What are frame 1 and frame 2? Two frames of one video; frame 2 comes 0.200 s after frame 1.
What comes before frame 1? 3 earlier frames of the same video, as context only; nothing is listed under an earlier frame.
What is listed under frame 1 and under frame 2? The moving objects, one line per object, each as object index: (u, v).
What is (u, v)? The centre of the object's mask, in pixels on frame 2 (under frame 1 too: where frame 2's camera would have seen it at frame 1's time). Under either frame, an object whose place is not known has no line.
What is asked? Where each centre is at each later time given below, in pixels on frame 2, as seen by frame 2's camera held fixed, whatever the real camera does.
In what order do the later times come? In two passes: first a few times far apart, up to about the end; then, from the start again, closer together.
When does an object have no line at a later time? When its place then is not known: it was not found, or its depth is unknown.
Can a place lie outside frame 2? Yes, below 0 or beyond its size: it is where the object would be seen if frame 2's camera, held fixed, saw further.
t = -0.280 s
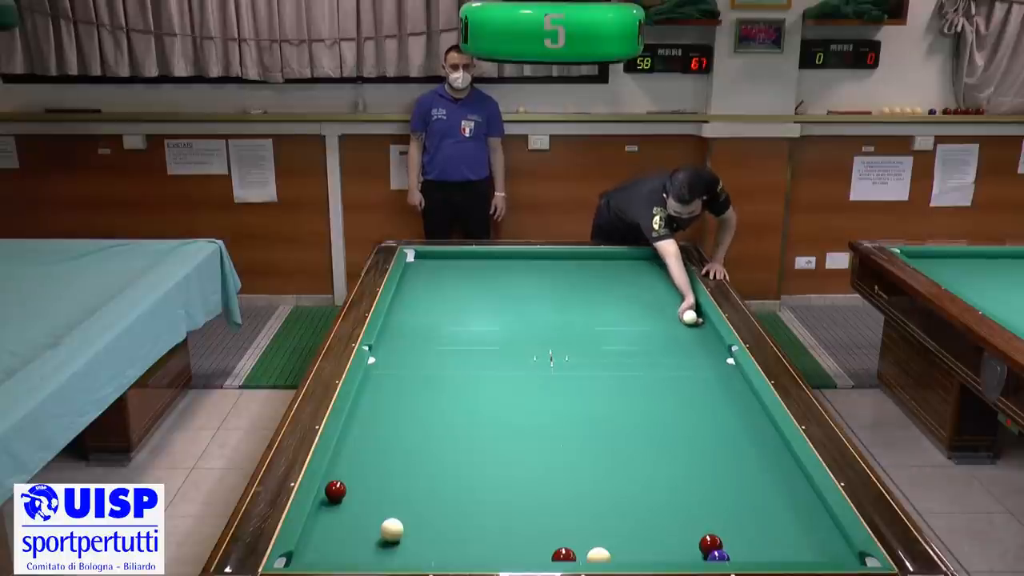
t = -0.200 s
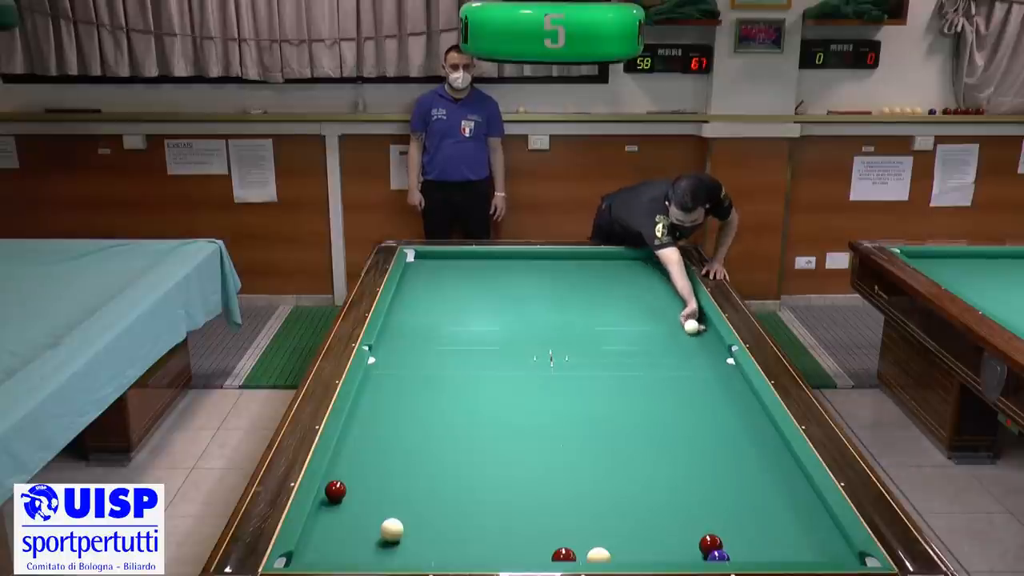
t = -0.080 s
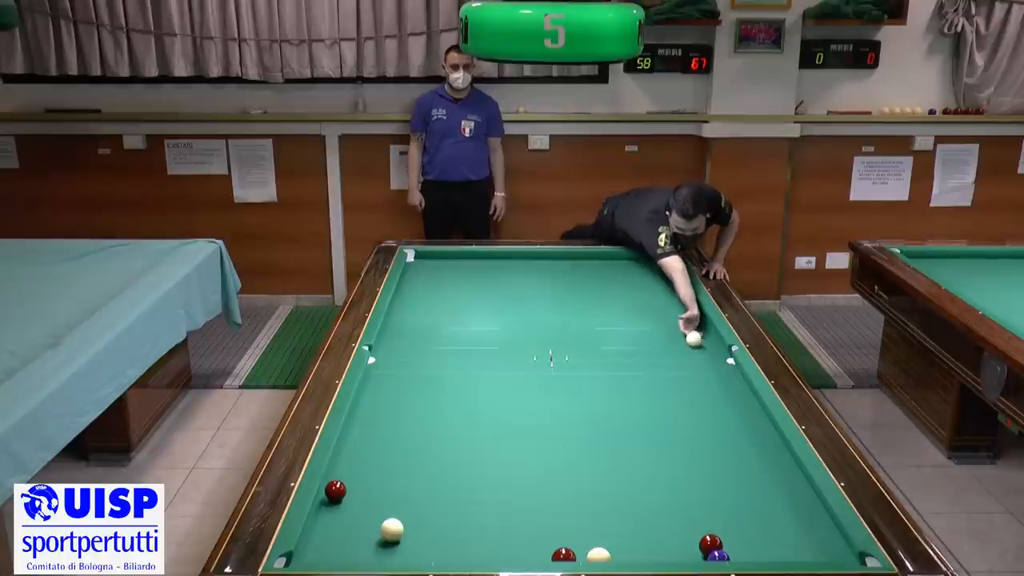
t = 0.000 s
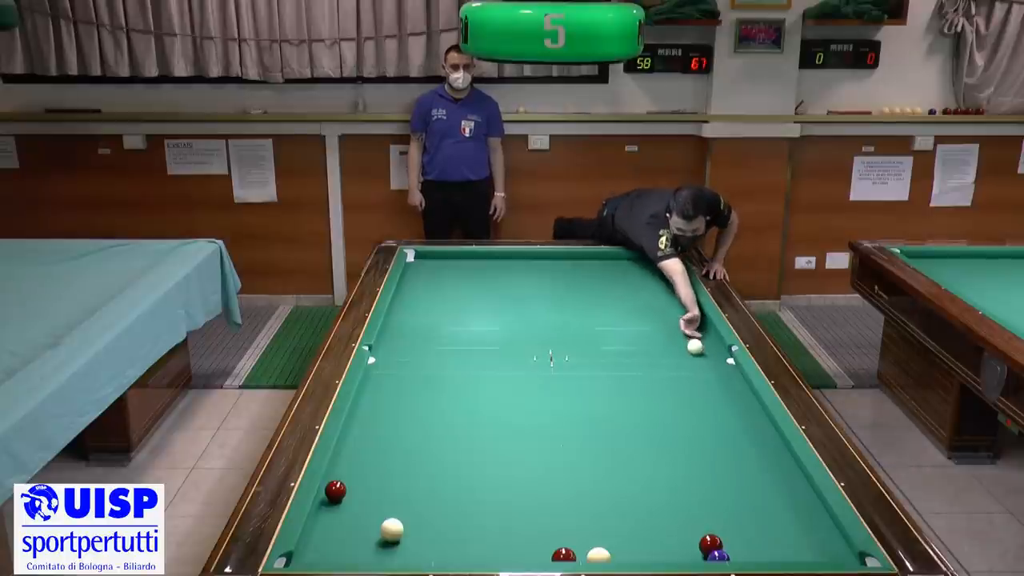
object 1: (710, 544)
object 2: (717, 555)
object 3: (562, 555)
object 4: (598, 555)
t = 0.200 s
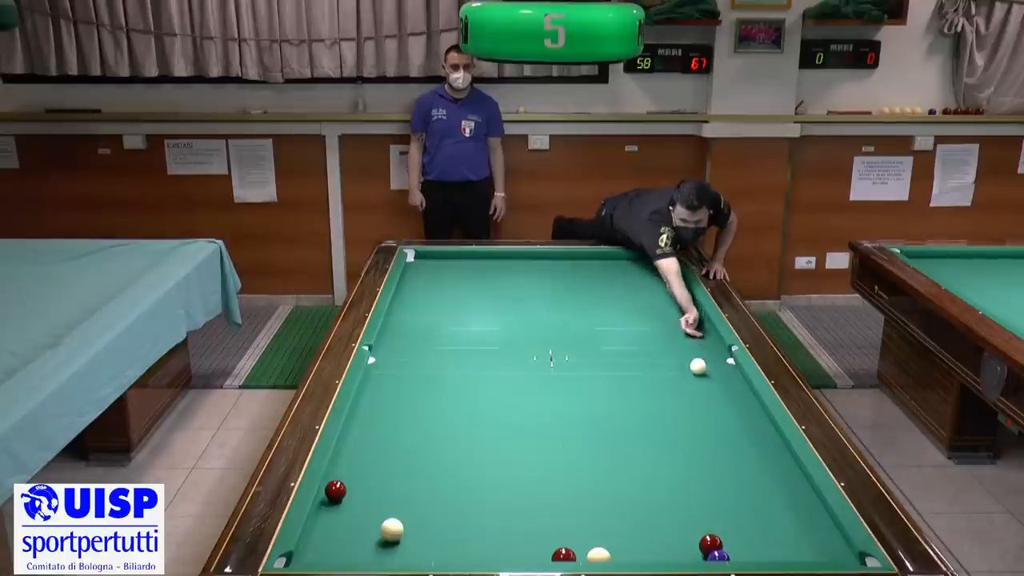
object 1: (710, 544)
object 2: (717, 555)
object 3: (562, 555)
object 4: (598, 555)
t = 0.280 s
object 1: (710, 544)
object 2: (717, 555)
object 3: (562, 555)
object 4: (598, 555)
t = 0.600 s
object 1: (710, 544)
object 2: (717, 555)
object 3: (562, 555)
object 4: (598, 555)
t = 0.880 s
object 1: (710, 544)
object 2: (718, 555)
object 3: (562, 555)
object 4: (598, 555)
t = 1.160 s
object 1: (710, 544)
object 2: (717, 555)
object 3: (562, 555)
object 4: (598, 555)
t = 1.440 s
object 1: (696, 549)
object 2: (719, 556)
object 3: (562, 555)
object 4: (598, 555)
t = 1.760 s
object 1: (650, 554)
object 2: (715, 548)
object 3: (562, 555)
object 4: (598, 555)
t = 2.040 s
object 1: (622, 556)
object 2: (711, 536)
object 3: (562, 555)
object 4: (590, 554)
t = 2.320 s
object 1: (614, 555)
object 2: (708, 525)
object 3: (549, 555)
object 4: (584, 553)
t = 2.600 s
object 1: (607, 554)
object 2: (705, 516)
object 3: (536, 554)
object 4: (580, 553)
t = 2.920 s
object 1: (601, 553)
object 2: (700, 506)
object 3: (522, 554)
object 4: (577, 553)
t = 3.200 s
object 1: (599, 552)
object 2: (697, 499)
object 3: (512, 554)
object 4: (574, 553)
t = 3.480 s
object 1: (597, 551)
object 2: (693, 493)
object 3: (503, 553)
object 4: (573, 553)
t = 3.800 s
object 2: (690, 486)
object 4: (572, 553)
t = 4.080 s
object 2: (687, 482)
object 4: (572, 553)
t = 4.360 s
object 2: (684, 478)
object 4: (572, 553)
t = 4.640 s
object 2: (682, 474)
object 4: (572, 553)
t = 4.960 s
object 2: (680, 471)
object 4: (572, 553)
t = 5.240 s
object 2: (679, 469)
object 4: (572, 553)
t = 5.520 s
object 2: (678, 467)
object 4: (572, 553)
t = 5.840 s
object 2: (678, 466)
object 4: (572, 553)
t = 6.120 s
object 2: (678, 466)
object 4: (572, 553)
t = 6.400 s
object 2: (678, 466)
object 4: (572, 553)
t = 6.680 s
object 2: (678, 466)
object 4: (572, 553)
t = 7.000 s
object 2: (678, 466)
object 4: (572, 553)
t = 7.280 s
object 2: (678, 466)
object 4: (572, 553)
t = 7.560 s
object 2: (678, 466)
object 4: (572, 553)
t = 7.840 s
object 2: (678, 466)
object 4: (572, 553)
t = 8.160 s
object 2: (678, 466)
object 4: (572, 553)
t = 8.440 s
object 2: (678, 466)
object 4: (572, 553)
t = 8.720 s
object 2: (678, 466)
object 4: (572, 553)
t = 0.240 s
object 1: (710, 544)
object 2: (717, 555)
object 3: (562, 555)
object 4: (598, 555)
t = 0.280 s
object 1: (710, 544)
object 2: (717, 555)
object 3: (562, 555)
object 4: (598, 555)
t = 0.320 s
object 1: (710, 544)
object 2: (717, 555)
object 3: (562, 555)
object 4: (598, 555)
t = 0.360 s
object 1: (710, 544)
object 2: (717, 555)
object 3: (562, 555)
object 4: (598, 555)
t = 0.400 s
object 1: (710, 544)
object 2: (717, 555)
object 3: (562, 555)
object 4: (598, 555)
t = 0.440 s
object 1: (710, 544)
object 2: (717, 555)
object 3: (562, 555)
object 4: (598, 555)
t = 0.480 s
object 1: (710, 543)
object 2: (717, 555)
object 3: (562, 555)
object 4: (598, 555)
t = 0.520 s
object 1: (710, 544)
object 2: (717, 555)
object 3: (562, 555)
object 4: (598, 555)
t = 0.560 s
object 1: (710, 543)
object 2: (717, 555)
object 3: (562, 555)
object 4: (598, 554)
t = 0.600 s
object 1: (710, 544)
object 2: (717, 555)
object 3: (562, 555)
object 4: (598, 555)
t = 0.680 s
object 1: (710, 544)
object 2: (717, 555)
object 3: (562, 555)
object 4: (598, 555)
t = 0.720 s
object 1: (710, 544)
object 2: (717, 555)
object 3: (562, 555)
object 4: (598, 555)
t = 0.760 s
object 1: (710, 544)
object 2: (717, 555)
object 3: (562, 555)
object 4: (598, 555)
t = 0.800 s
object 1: (710, 544)
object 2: (717, 555)
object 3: (562, 555)
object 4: (598, 555)
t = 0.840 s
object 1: (710, 544)
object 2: (718, 555)
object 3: (562, 555)
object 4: (598, 555)
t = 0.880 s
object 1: (710, 544)
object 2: (718, 555)
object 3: (562, 555)
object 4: (598, 555)
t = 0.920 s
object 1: (710, 543)
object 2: (717, 555)
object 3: (562, 555)
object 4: (598, 555)
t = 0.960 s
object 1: (710, 543)
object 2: (717, 555)
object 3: (562, 555)
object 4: (598, 555)
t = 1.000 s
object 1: (710, 543)
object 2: (717, 555)
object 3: (562, 555)
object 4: (598, 555)
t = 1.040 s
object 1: (710, 543)
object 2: (717, 555)
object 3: (562, 555)
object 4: (598, 555)
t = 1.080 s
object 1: (710, 544)
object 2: (717, 555)
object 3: (562, 555)
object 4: (598, 555)
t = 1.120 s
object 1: (710, 544)
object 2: (717, 555)
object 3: (562, 555)
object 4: (598, 555)
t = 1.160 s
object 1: (710, 544)
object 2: (717, 555)
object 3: (562, 555)
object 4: (598, 555)
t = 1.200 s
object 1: (710, 544)
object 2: (717, 555)
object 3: (562, 555)
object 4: (598, 555)
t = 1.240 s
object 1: (710, 544)
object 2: (717, 555)
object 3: (562, 555)
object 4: (598, 555)
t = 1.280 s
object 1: (710, 544)
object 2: (717, 555)
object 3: (562, 555)
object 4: (598, 555)
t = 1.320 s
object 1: (710, 544)
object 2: (717, 555)
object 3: (562, 555)
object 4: (598, 555)
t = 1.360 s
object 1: (709, 544)
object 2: (717, 555)
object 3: (562, 555)
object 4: (598, 555)
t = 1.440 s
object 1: (696, 549)
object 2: (719, 556)
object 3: (562, 555)
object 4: (598, 555)
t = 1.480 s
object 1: (690, 550)
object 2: (718, 555)
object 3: (562, 555)
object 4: (598, 555)
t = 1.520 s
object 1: (684, 551)
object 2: (718, 554)
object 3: (562, 555)
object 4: (598, 555)
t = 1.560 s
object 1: (679, 552)
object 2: (717, 553)
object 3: (562, 555)
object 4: (598, 555)
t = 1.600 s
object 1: (673, 552)
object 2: (717, 552)
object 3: (562, 555)
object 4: (598, 555)
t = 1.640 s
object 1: (667, 553)
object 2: (717, 551)
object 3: (562, 555)
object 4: (598, 555)
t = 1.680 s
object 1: (661, 553)
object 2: (716, 550)
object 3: (562, 555)
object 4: (598, 555)
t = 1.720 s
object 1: (656, 554)
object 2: (716, 549)
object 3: (562, 555)
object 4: (598, 555)
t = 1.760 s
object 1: (650, 554)
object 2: (715, 548)
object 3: (562, 555)
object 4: (598, 555)
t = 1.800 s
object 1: (644, 555)
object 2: (715, 545)
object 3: (562, 555)
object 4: (598, 555)
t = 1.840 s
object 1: (639, 556)
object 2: (714, 544)
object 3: (562, 555)
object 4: (598, 555)
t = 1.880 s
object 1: (633, 556)
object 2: (714, 543)
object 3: (562, 555)
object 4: (598, 555)
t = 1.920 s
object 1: (628, 556)
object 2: (713, 541)
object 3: (562, 555)
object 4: (598, 555)
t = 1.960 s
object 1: (624, 556)
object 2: (712, 539)
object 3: (562, 555)
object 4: (597, 554)
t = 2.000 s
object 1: (623, 556)
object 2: (712, 537)
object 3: (562, 555)
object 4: (593, 554)
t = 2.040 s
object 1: (622, 556)
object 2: (711, 536)
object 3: (562, 555)
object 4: (590, 554)
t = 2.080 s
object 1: (620, 556)
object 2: (711, 534)
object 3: (561, 555)
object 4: (589, 554)
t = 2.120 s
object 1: (619, 555)
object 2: (710, 532)
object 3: (559, 555)
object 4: (588, 554)
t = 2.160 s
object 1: (618, 555)
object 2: (710, 531)
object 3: (557, 555)
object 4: (587, 554)
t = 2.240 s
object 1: (616, 555)
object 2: (709, 528)
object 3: (553, 555)
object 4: (586, 554)
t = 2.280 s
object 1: (615, 555)
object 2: (709, 526)
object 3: (551, 555)
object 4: (585, 554)
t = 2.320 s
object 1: (614, 555)
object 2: (708, 525)
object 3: (549, 555)
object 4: (584, 553)
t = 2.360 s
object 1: (613, 554)
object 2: (708, 524)
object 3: (547, 555)
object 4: (583, 554)
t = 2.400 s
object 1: (612, 554)
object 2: (708, 523)
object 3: (545, 555)
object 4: (583, 554)
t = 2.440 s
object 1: (611, 554)
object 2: (707, 521)
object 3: (543, 554)
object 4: (582, 553)
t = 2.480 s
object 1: (610, 554)
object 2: (707, 520)
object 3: (541, 554)
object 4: (581, 553)
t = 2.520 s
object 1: (609, 554)
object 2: (706, 518)
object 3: (539, 554)
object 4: (581, 553)
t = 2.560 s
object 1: (608, 554)
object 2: (706, 517)
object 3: (538, 554)
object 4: (580, 553)
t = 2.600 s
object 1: (607, 554)
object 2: (705, 516)
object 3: (536, 554)
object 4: (580, 553)
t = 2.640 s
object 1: (606, 553)
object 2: (704, 514)
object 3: (534, 554)
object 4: (579, 553)
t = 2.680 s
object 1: (606, 553)
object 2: (704, 513)
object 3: (532, 554)
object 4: (579, 553)
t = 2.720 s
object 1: (605, 553)
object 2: (703, 513)
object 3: (531, 554)
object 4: (578, 553)
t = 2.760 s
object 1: (604, 553)
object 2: (703, 511)
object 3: (529, 554)
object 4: (578, 553)
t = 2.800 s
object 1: (603, 553)
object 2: (702, 510)
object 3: (527, 554)
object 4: (577, 553)
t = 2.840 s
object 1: (603, 553)
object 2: (702, 509)
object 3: (526, 554)
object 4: (577, 553)
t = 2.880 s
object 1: (602, 553)
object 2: (701, 508)
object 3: (524, 554)
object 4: (577, 553)
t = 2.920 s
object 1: (601, 553)
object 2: (700, 506)
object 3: (522, 554)
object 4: (577, 553)
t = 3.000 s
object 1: (600, 552)
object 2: (699, 504)
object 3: (519, 554)
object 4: (576, 553)
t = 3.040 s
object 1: (600, 552)
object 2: (699, 503)
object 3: (518, 554)
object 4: (575, 553)
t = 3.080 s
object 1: (600, 552)
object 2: (698, 502)
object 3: (516, 554)
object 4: (575, 553)
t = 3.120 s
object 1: (599, 552)
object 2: (698, 501)
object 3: (515, 554)
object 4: (575, 553)
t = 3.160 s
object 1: (599, 552)
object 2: (697, 500)
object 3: (514, 554)
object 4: (575, 553)
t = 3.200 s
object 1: (599, 552)
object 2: (697, 499)
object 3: (512, 554)
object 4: (574, 553)
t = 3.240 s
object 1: (599, 552)
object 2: (696, 498)
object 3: (511, 554)
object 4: (574, 553)
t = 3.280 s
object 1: (598, 552)
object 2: (695, 497)
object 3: (509, 554)
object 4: (574, 553)
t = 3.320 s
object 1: (598, 552)
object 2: (695, 496)
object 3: (508, 554)
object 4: (573, 553)
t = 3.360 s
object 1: (598, 551)
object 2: (695, 495)
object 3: (507, 554)
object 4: (573, 553)
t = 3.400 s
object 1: (598, 551)
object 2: (694, 494)
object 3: (506, 554)
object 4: (573, 553)
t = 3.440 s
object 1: (597, 551)
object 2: (694, 493)
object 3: (504, 554)
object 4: (573, 553)
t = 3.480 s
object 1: (597, 551)
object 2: (693, 493)
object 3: (503, 553)
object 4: (573, 553)
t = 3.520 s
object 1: (597, 551)
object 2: (693, 492)
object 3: (502, 553)
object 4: (573, 553)
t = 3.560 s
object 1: (597, 551)
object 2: (692, 491)
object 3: (501, 553)
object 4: (573, 553)
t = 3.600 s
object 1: (597, 551)
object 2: (692, 490)
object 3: (500, 553)
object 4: (572, 553)
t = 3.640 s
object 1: (597, 551)
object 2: (691, 489)
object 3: (499, 553)
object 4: (572, 553)
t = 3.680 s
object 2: (691, 489)
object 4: (572, 553)
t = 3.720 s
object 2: (691, 488)
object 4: (572, 553)
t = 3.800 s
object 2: (690, 486)
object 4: (572, 553)
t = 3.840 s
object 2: (690, 486)
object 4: (572, 553)
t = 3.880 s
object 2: (689, 485)
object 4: (572, 553)
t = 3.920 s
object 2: (689, 484)
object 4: (572, 553)
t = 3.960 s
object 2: (688, 483)
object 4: (572, 553)
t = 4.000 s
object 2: (688, 483)
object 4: (572, 553)
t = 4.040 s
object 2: (687, 482)
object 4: (572, 553)
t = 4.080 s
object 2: (687, 482)
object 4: (572, 553)
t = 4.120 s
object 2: (687, 481)
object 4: (572, 553)
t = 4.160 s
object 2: (686, 480)
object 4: (572, 553)
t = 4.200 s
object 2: (686, 480)
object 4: (572, 553)
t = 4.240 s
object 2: (685, 480)
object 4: (572, 553)
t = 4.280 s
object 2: (685, 479)
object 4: (572, 553)
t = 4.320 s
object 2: (685, 478)
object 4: (572, 553)
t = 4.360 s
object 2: (684, 478)
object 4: (572, 553)
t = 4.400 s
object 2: (684, 477)
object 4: (572, 553)
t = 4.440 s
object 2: (684, 476)
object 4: (572, 553)
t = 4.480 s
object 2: (683, 476)
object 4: (572, 553)
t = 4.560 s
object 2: (683, 475)
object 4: (572, 553)
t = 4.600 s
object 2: (682, 475)
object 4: (572, 553)
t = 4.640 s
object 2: (682, 474)
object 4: (572, 553)
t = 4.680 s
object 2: (682, 474)
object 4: (572, 553)
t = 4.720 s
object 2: (682, 473)
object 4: (572, 553)
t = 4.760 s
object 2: (681, 473)
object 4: (572, 553)
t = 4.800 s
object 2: (681, 473)
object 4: (572, 553)
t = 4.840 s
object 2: (681, 472)
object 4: (572, 553)
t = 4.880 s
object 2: (681, 472)
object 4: (572, 553)
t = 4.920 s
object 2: (681, 471)
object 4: (572, 553)
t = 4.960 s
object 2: (680, 471)
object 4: (572, 553)
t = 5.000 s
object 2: (680, 471)
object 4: (572, 553)
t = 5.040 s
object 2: (680, 470)
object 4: (572, 553)
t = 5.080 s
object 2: (680, 470)
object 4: (572, 553)
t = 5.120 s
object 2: (680, 470)
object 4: (572, 553)
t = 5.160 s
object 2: (680, 469)
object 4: (572, 553)
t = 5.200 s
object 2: (679, 469)
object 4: (572, 553)
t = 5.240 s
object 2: (679, 469)
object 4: (572, 553)
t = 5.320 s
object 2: (679, 469)
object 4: (572, 553)
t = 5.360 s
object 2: (679, 468)
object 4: (572, 553)
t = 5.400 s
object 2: (679, 468)
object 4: (572, 553)
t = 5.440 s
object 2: (679, 468)
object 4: (572, 553)
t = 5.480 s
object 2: (678, 468)
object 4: (572, 553)
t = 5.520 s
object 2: (678, 467)
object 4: (572, 553)
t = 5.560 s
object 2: (678, 467)
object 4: (572, 553)
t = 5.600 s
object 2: (678, 467)
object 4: (572, 553)
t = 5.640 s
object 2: (678, 467)
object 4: (572, 553)
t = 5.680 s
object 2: (678, 467)
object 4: (572, 553)
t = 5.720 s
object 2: (678, 467)
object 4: (572, 553)
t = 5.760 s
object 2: (678, 467)
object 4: (572, 553)
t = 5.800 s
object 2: (678, 466)
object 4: (572, 553)
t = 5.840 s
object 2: (678, 466)
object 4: (572, 553)
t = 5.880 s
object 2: (678, 466)
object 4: (572, 553)
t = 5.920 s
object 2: (678, 466)
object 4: (572, 553)
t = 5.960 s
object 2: (678, 466)
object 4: (572, 553)
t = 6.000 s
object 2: (678, 466)
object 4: (572, 553)
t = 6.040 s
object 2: (678, 466)
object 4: (572, 553)
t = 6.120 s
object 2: (678, 466)
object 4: (572, 553)
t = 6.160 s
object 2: (678, 466)
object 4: (572, 553)
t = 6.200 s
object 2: (678, 466)
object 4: (572, 553)
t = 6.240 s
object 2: (678, 466)
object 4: (572, 553)
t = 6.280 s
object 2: (678, 466)
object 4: (572, 553)
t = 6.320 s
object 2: (678, 466)
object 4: (572, 553)
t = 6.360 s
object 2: (678, 466)
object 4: (572, 553)
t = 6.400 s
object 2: (678, 466)
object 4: (572, 553)
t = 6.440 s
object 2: (678, 466)
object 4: (572, 553)
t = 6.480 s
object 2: (678, 466)
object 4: (572, 553)
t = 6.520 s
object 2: (678, 466)
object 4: (572, 553)
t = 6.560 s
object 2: (678, 466)
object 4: (572, 553)
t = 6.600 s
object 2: (678, 466)
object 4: (572, 553)
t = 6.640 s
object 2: (678, 466)
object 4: (572, 553)
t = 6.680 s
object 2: (678, 466)
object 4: (572, 553)
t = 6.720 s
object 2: (678, 466)
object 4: (572, 553)
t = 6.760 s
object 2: (678, 466)
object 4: (572, 553)
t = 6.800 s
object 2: (678, 466)
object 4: (572, 553)
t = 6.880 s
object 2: (678, 466)
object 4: (572, 553)
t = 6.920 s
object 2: (678, 466)
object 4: (572, 553)
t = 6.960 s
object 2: (678, 466)
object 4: (572, 553)
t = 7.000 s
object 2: (678, 466)
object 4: (572, 553)
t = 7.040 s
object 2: (678, 466)
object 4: (572, 553)
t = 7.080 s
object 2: (678, 466)
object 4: (572, 552)
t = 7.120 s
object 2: (678, 465)
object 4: (572, 552)
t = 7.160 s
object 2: (678, 466)
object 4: (572, 552)
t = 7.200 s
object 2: (678, 466)
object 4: (572, 552)
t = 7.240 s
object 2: (678, 466)
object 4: (572, 553)
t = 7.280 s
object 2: (678, 466)
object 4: (572, 553)
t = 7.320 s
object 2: (678, 466)
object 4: (572, 552)
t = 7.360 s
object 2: (678, 466)
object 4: (572, 553)
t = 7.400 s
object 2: (678, 466)
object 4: (572, 553)
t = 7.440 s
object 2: (678, 466)
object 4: (572, 553)
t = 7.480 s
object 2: (678, 466)
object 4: (572, 553)
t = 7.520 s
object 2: (678, 466)
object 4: (572, 553)
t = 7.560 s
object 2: (678, 466)
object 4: (572, 553)
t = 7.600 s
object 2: (678, 466)
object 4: (572, 553)
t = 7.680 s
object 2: (678, 466)
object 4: (572, 553)
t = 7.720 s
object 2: (678, 466)
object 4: (572, 553)
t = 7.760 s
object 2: (678, 466)
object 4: (572, 553)
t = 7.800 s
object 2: (678, 466)
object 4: (572, 553)
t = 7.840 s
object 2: (678, 466)
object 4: (572, 553)
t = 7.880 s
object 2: (678, 466)
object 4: (572, 553)
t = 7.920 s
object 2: (678, 466)
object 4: (572, 553)
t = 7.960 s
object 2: (678, 466)
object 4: (572, 553)
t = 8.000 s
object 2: (678, 466)
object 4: (572, 553)
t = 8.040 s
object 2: (678, 466)
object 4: (572, 553)
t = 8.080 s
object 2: (678, 466)
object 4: (572, 553)
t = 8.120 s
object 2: (678, 466)
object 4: (572, 553)
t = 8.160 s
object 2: (678, 466)
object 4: (572, 553)
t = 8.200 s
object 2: (678, 466)
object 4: (572, 553)
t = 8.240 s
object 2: (678, 466)
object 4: (572, 553)
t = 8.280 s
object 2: (678, 466)
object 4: (572, 553)
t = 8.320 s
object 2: (678, 466)
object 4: (572, 553)
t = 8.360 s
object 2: (678, 466)
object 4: (572, 553)
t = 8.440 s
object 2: (678, 466)
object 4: (572, 553)
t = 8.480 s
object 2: (678, 466)
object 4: (572, 553)
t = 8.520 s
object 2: (678, 466)
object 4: (572, 553)
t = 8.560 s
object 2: (678, 466)
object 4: (572, 553)
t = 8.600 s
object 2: (678, 466)
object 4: (572, 553)
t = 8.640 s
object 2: (678, 466)
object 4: (572, 553)
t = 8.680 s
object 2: (678, 466)
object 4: (572, 553)
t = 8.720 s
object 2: (678, 466)
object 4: (572, 553)
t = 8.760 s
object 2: (678, 466)
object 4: (572, 553)
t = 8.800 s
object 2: (678, 466)
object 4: (572, 553)
